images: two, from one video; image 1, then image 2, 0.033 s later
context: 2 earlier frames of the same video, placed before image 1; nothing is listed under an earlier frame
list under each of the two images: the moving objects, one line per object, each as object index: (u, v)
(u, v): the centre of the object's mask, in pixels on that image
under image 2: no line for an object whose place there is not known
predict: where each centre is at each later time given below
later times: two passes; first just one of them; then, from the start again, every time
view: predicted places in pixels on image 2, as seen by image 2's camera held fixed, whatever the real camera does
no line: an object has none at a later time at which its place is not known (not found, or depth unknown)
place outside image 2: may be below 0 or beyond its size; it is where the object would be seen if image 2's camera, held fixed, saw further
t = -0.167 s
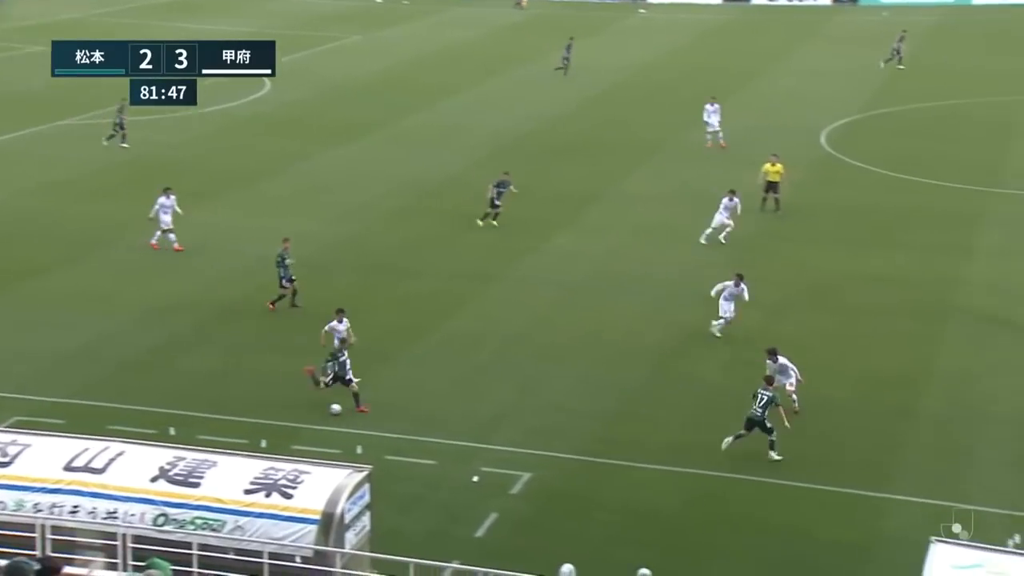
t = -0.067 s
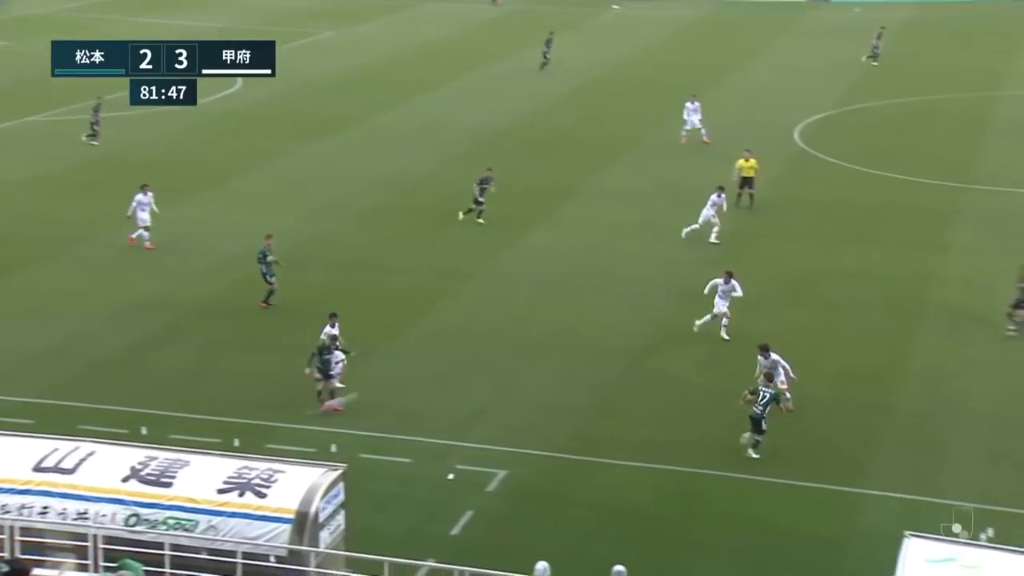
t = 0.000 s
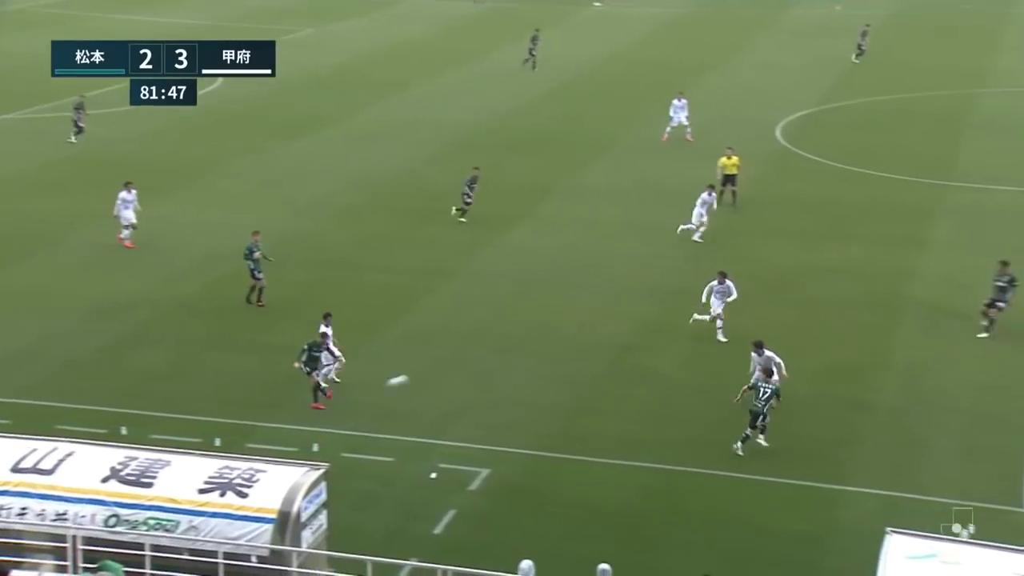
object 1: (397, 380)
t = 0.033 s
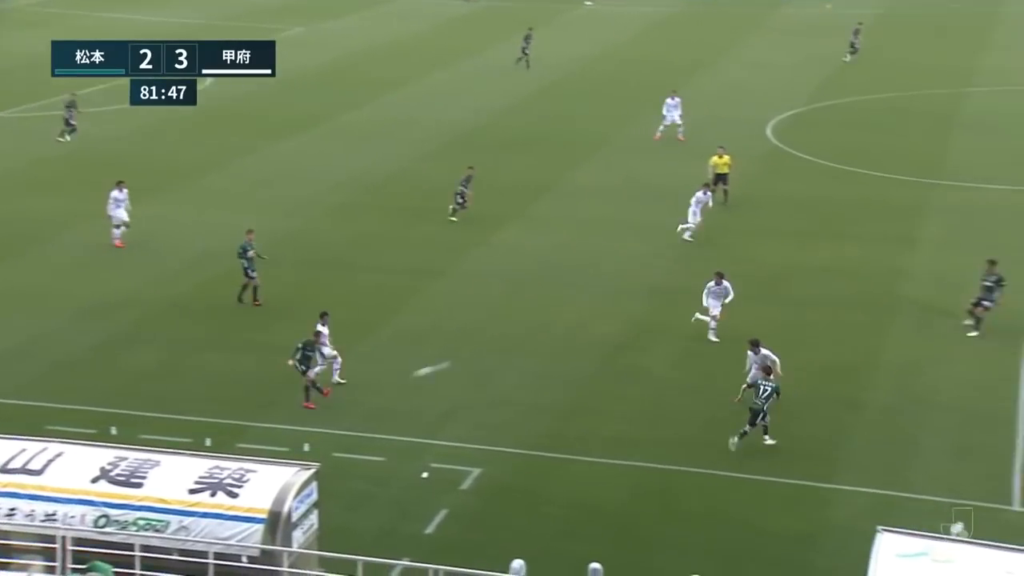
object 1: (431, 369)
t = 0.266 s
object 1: (692, 318)
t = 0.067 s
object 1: (466, 362)
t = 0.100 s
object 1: (508, 353)
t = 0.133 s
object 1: (549, 343)
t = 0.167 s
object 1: (581, 337)
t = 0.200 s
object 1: (622, 330)
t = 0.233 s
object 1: (659, 323)
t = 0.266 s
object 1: (692, 318)
